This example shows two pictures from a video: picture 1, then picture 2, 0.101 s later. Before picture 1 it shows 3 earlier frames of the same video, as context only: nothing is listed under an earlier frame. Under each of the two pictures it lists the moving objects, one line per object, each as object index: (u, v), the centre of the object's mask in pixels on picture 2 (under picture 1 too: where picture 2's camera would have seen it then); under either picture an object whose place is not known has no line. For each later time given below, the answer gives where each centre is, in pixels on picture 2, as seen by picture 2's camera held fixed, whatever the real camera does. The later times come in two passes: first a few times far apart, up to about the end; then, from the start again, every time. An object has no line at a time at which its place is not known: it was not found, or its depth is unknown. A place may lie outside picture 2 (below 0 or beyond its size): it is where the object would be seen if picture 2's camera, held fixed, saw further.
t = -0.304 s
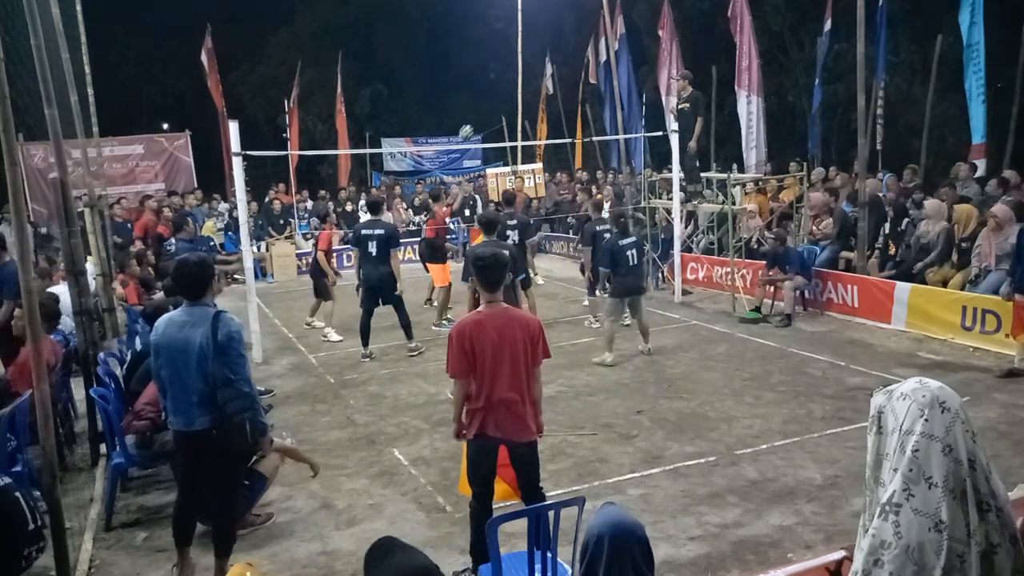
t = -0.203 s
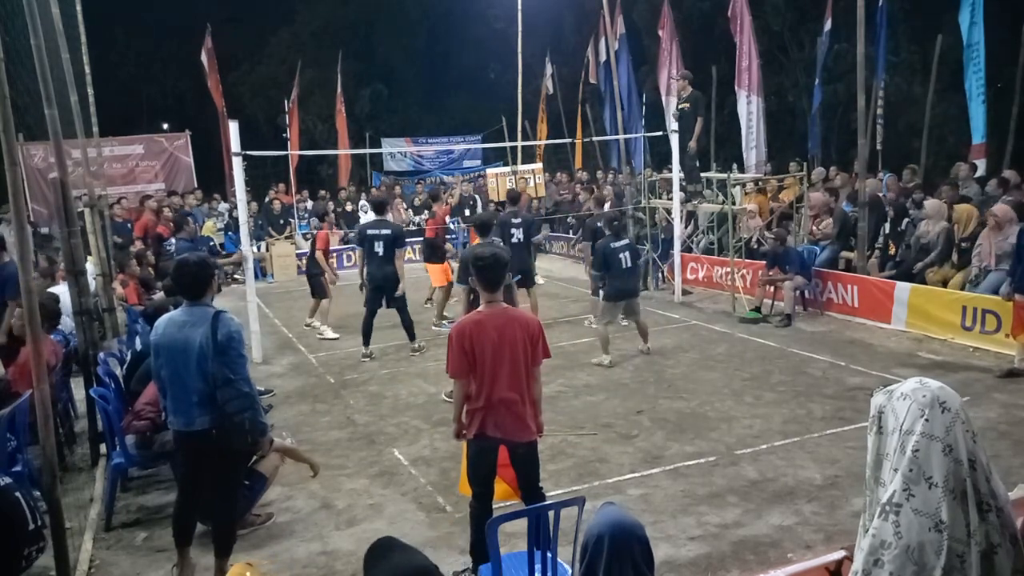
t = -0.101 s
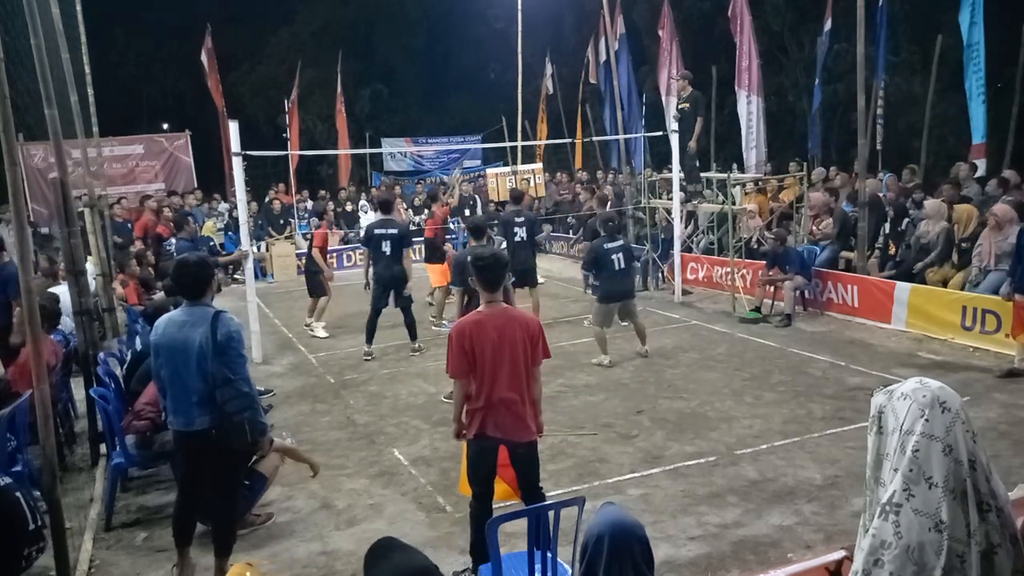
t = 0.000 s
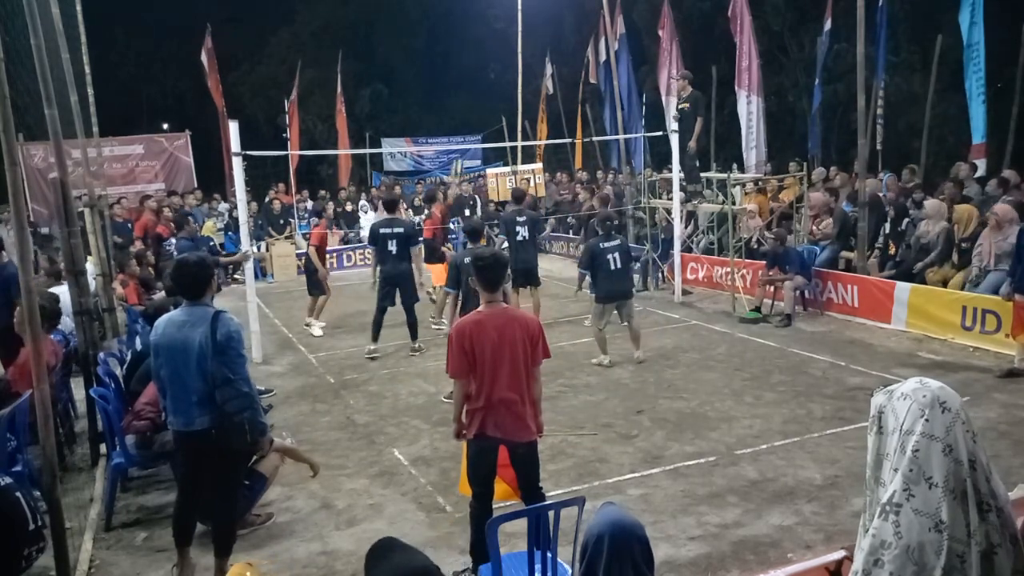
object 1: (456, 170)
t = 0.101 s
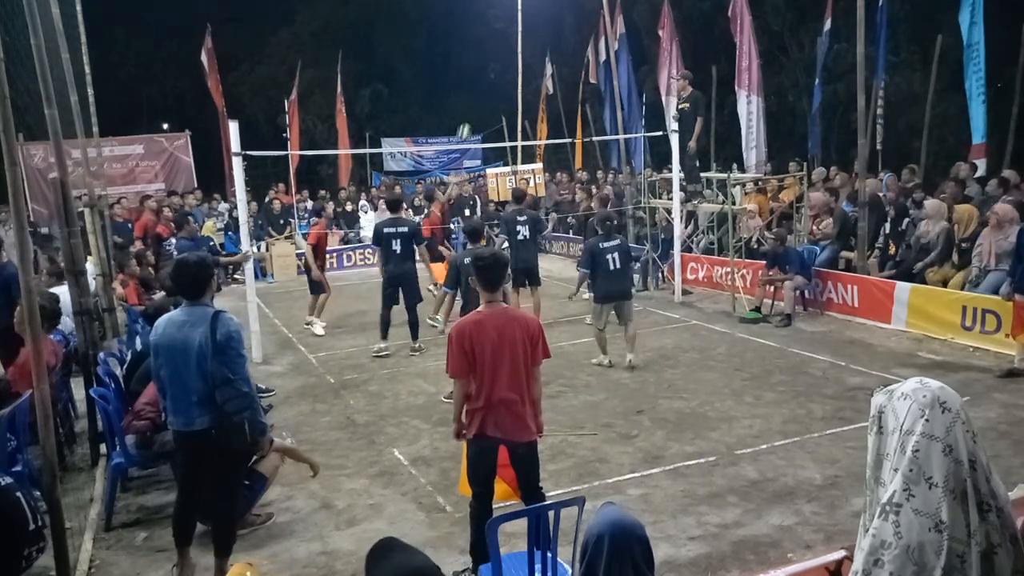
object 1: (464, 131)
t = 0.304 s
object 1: (478, 84)
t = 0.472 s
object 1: (490, 63)
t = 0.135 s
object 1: (466, 121)
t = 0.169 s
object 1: (468, 113)
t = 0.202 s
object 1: (471, 105)
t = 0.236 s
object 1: (473, 97)
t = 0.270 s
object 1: (475, 90)
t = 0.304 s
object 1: (478, 84)
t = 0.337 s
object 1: (480, 78)
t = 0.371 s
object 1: (483, 73)
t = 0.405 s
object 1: (485, 69)
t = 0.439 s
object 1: (487, 66)
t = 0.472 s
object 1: (490, 63)
